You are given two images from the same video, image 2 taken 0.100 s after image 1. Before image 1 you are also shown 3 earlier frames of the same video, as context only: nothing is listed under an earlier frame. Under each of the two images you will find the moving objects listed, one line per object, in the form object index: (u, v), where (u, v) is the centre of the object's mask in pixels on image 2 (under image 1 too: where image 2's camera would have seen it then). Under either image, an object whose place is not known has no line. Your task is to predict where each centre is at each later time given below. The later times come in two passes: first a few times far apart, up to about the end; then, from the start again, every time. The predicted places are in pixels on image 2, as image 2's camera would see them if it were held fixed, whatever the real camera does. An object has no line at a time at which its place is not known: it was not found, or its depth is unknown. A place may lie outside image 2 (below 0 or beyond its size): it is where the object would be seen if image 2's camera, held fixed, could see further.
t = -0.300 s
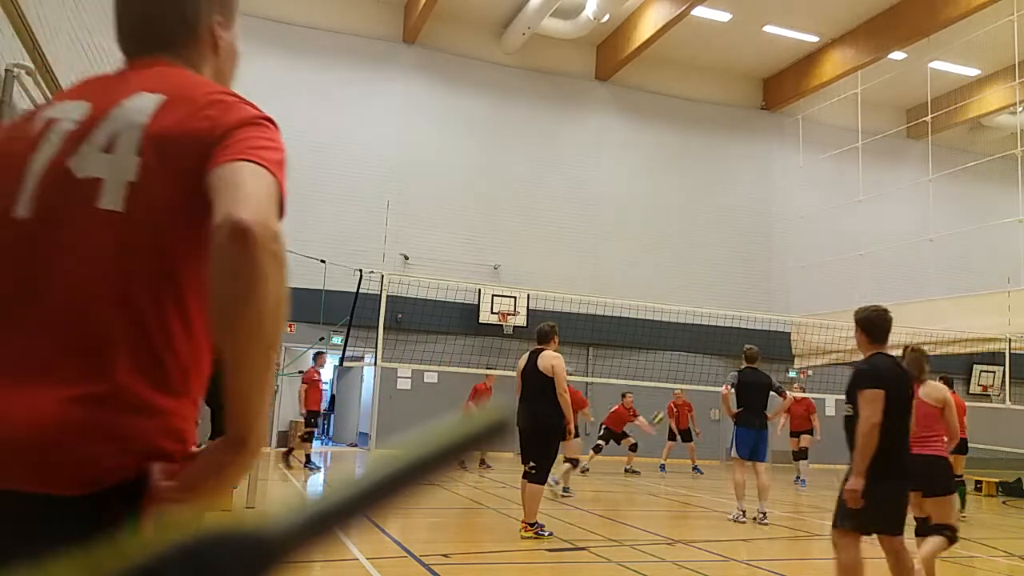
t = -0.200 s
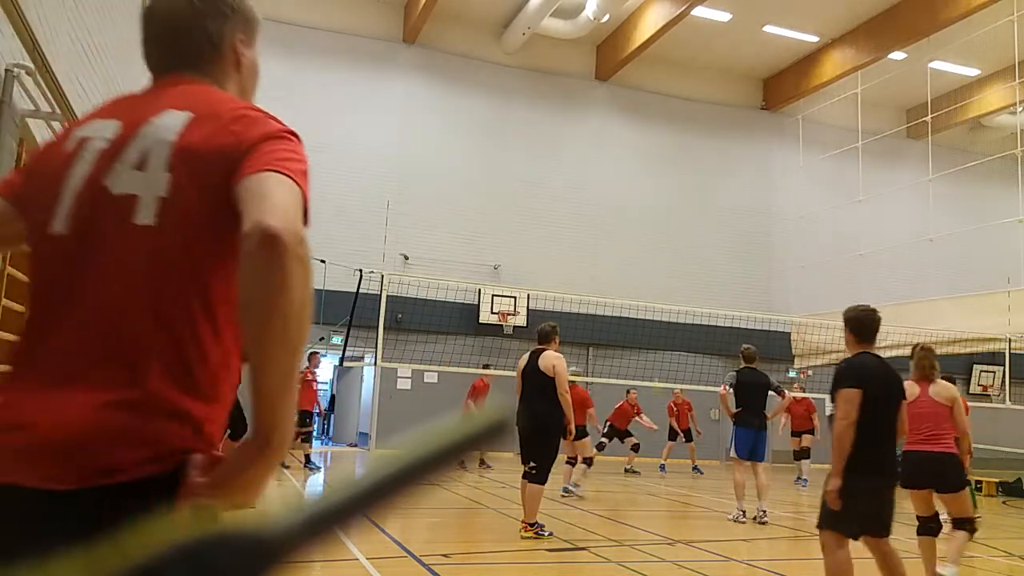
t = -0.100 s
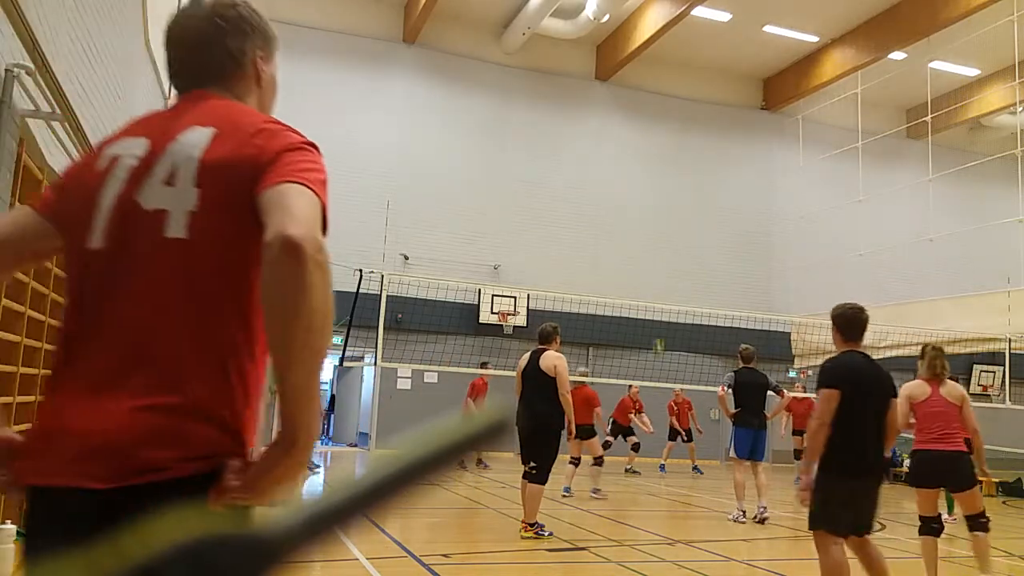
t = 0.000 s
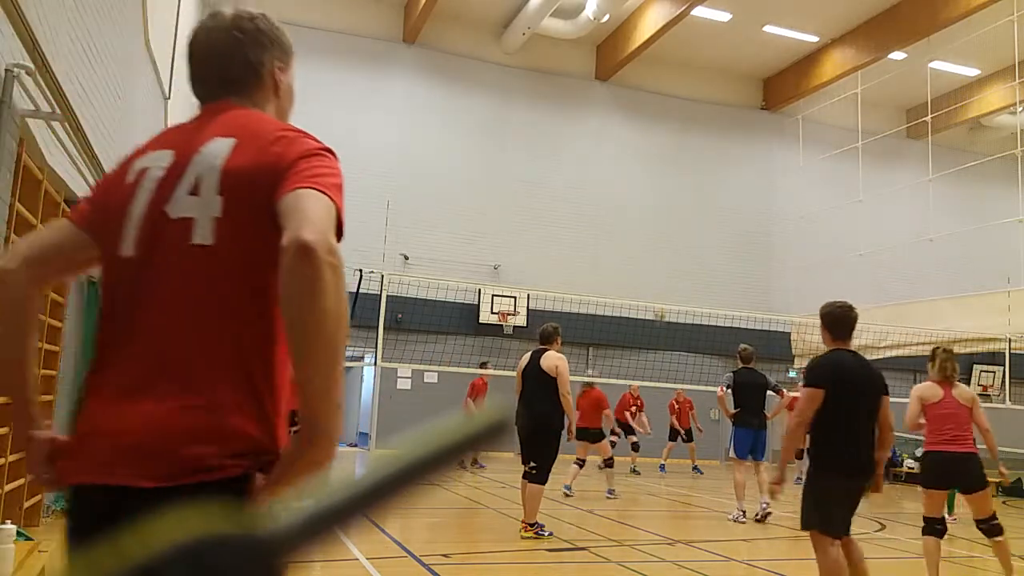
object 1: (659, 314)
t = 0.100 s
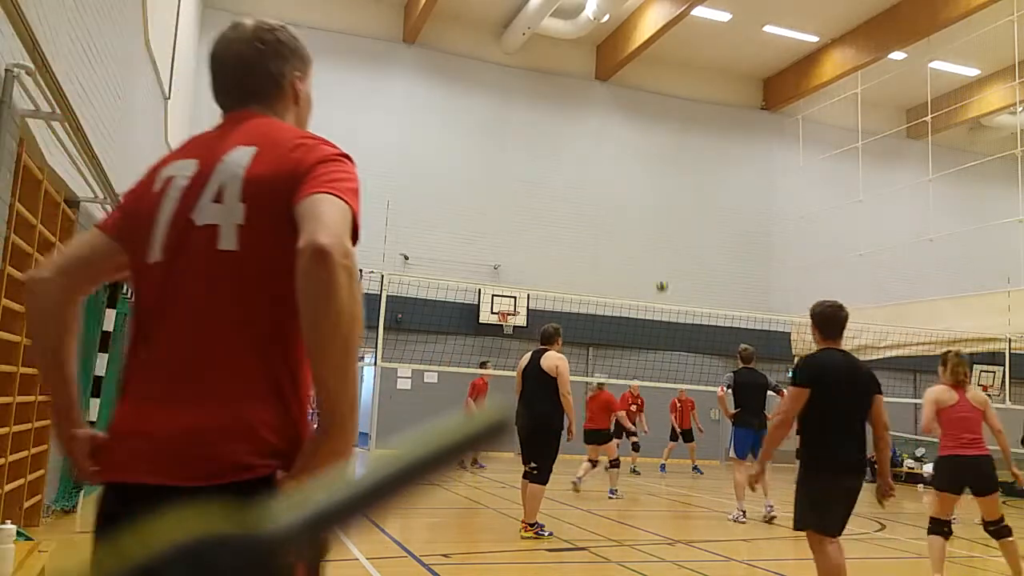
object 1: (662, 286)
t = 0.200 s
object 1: (663, 262)
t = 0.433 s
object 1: (666, 225)
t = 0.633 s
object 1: (668, 218)
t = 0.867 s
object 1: (668, 239)
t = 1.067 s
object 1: (669, 288)
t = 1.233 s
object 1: (671, 352)
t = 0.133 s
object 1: (661, 277)
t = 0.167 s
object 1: (663, 269)
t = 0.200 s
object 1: (663, 262)
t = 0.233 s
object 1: (664, 255)
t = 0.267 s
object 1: (665, 248)
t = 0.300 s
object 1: (664, 243)
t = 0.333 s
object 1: (665, 237)
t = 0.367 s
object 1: (666, 231)
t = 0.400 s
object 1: (666, 228)
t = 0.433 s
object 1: (666, 225)
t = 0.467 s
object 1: (667, 223)
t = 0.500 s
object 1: (667, 220)
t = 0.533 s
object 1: (667, 219)
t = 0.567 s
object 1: (667, 218)
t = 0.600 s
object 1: (668, 217)
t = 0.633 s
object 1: (668, 218)
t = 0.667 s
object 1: (668, 219)
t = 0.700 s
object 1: (669, 220)
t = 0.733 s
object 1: (668, 223)
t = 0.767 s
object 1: (667, 225)
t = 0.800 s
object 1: (668, 227)
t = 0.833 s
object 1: (669, 233)
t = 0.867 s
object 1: (668, 239)
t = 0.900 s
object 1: (669, 245)
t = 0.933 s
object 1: (669, 252)
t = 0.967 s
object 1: (669, 261)
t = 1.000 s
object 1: (669, 269)
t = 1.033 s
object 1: (669, 277)
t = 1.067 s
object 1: (669, 288)
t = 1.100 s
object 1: (669, 297)
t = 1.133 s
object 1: (669, 313)
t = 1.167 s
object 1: (669, 324)
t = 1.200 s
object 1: (670, 337)
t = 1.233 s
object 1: (671, 352)
